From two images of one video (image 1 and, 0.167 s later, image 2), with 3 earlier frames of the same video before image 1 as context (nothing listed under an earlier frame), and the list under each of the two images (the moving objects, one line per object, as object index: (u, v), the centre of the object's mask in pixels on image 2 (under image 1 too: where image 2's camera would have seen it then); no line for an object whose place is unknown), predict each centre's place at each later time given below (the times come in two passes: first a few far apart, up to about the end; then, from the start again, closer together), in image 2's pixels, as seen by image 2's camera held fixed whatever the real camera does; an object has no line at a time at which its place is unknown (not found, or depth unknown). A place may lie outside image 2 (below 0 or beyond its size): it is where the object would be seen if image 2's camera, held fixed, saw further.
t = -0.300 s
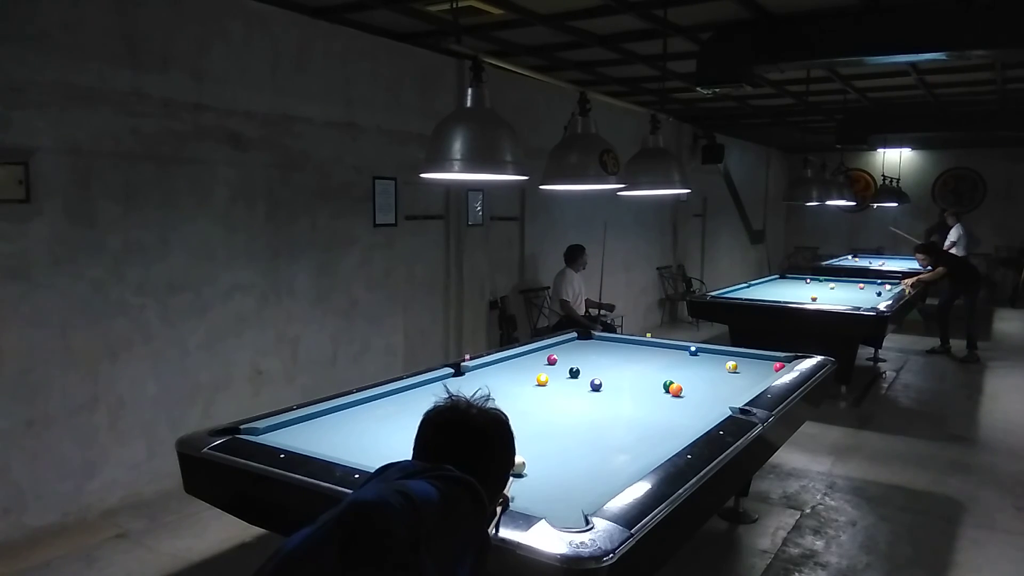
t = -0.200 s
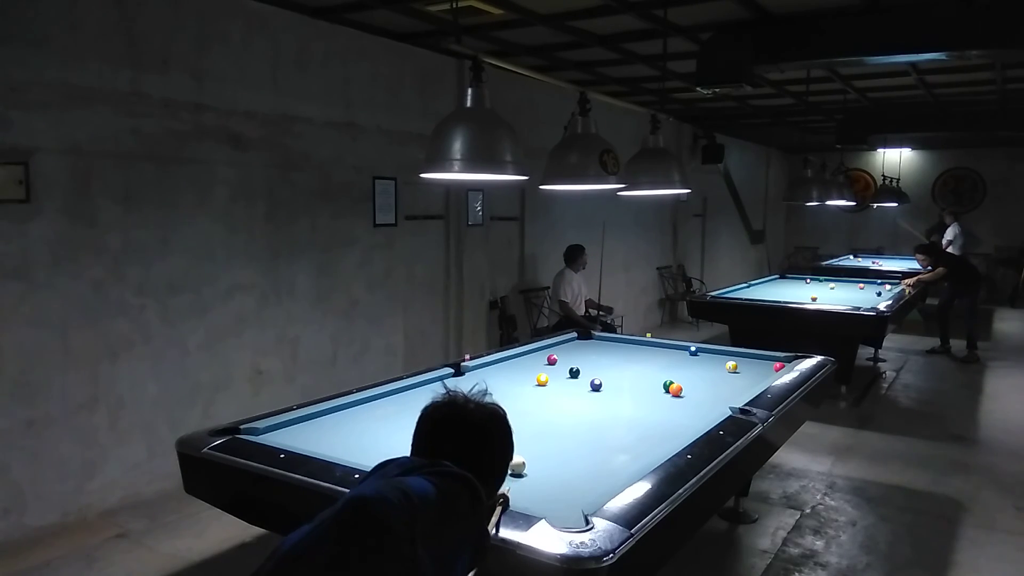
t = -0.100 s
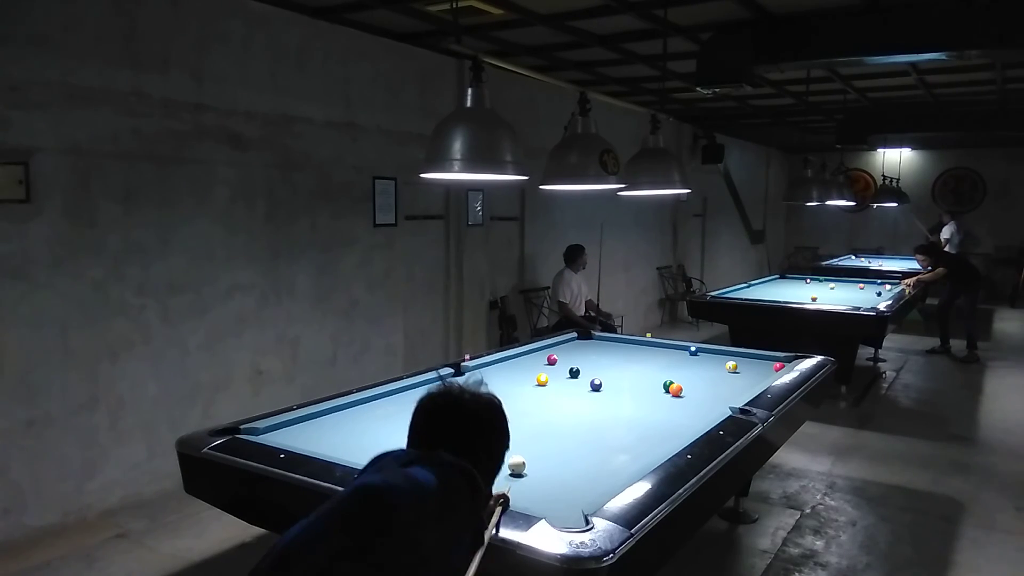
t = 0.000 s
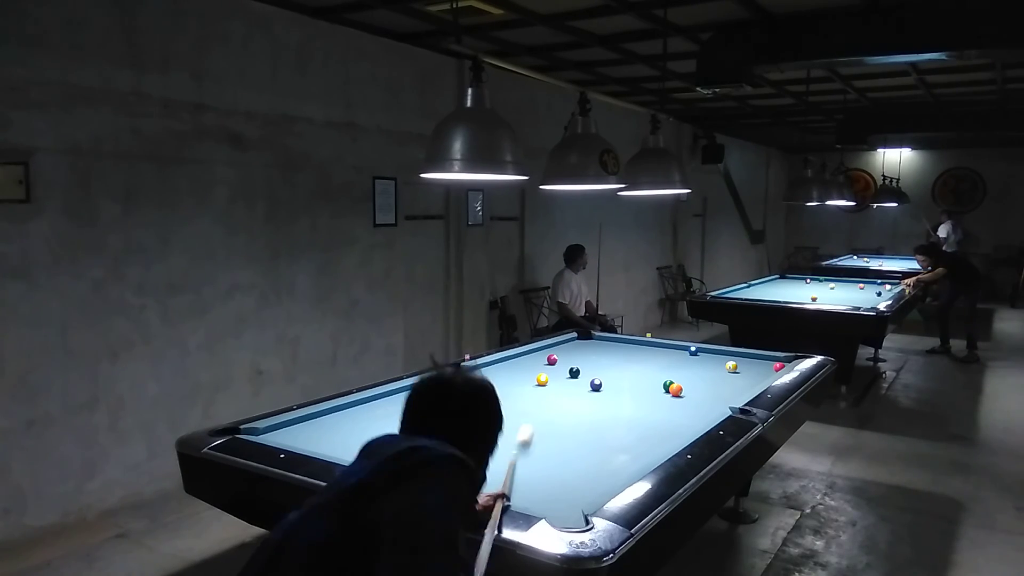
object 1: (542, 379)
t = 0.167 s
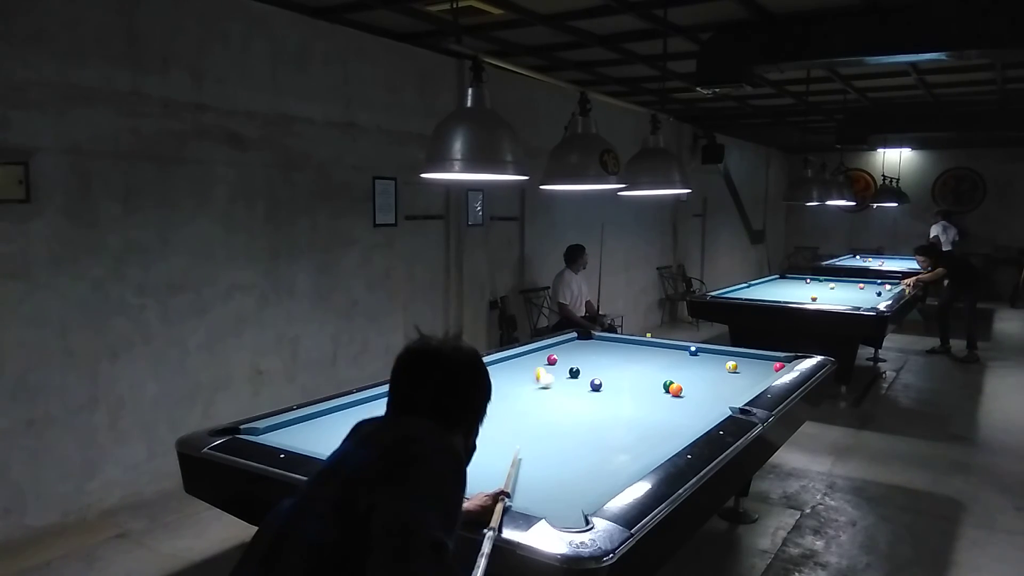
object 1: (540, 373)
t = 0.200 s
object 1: (538, 367)
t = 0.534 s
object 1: (636, 345)
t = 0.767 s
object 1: (685, 353)
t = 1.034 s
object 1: (707, 368)
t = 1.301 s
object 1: (735, 387)
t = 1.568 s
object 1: (700, 401)
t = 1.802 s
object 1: (646, 411)
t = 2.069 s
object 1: (577, 424)
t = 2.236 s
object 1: (530, 433)
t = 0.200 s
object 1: (538, 367)
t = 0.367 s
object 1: (569, 348)
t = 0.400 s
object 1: (584, 348)
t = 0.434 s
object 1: (597, 347)
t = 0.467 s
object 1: (611, 347)
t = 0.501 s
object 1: (624, 346)
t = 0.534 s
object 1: (636, 345)
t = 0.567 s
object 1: (647, 345)
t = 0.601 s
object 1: (658, 344)
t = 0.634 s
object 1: (667, 345)
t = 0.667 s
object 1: (673, 347)
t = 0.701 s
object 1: (680, 349)
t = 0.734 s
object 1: (683, 351)
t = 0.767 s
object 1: (685, 353)
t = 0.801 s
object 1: (687, 354)
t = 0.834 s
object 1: (690, 356)
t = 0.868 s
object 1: (693, 358)
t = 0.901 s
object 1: (695, 360)
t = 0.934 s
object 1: (698, 362)
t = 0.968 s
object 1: (701, 364)
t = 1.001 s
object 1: (704, 366)
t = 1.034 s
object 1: (707, 368)
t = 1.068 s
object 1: (710, 370)
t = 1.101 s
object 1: (713, 373)
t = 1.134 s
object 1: (717, 375)
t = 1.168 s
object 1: (720, 377)
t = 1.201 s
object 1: (724, 380)
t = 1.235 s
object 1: (727, 382)
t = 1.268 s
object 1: (731, 385)
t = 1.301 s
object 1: (735, 387)
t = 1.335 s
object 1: (738, 390)
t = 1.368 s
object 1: (741, 391)
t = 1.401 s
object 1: (736, 393)
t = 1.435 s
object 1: (729, 396)
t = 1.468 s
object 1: (723, 397)
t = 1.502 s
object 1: (715, 398)
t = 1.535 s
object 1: (708, 399)
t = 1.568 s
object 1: (700, 401)
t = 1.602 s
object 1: (692, 402)
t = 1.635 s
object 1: (685, 404)
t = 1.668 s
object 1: (677, 405)
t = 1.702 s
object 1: (669, 407)
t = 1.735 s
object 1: (661, 408)
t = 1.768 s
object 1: (654, 409)
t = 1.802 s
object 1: (646, 411)
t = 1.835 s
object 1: (637, 413)
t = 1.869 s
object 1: (629, 414)
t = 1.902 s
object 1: (621, 416)
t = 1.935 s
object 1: (612, 418)
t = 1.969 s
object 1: (604, 419)
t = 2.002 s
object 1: (595, 421)
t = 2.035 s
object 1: (586, 423)
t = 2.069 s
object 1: (577, 424)
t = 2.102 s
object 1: (567, 426)
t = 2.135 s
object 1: (558, 428)
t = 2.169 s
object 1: (549, 430)
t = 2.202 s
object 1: (539, 431)
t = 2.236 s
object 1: (530, 433)
